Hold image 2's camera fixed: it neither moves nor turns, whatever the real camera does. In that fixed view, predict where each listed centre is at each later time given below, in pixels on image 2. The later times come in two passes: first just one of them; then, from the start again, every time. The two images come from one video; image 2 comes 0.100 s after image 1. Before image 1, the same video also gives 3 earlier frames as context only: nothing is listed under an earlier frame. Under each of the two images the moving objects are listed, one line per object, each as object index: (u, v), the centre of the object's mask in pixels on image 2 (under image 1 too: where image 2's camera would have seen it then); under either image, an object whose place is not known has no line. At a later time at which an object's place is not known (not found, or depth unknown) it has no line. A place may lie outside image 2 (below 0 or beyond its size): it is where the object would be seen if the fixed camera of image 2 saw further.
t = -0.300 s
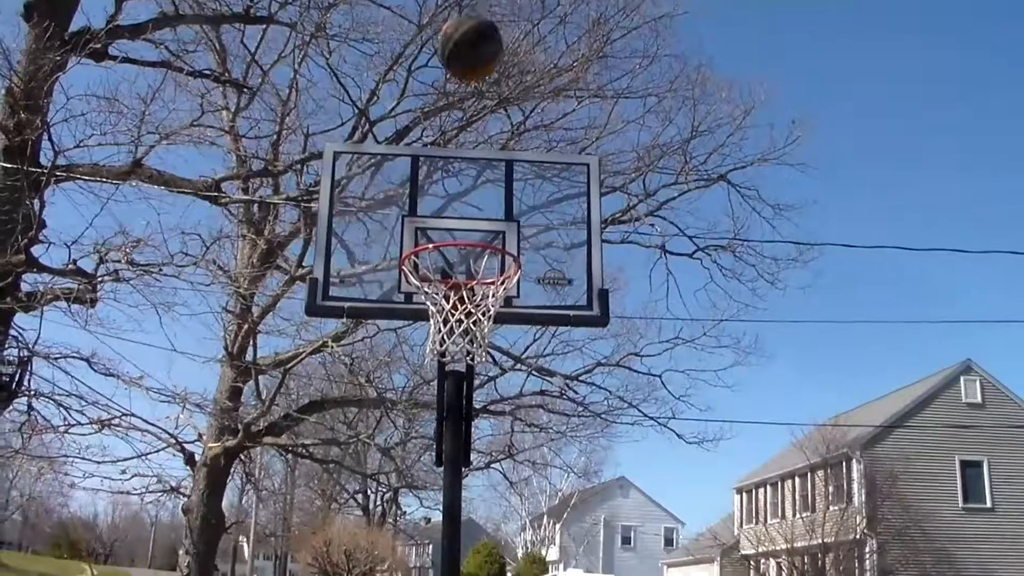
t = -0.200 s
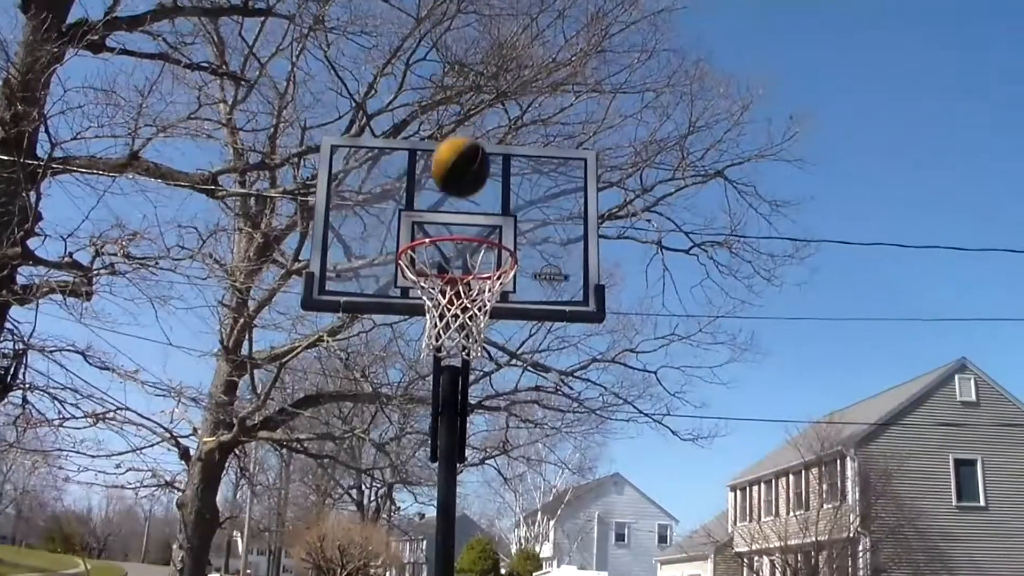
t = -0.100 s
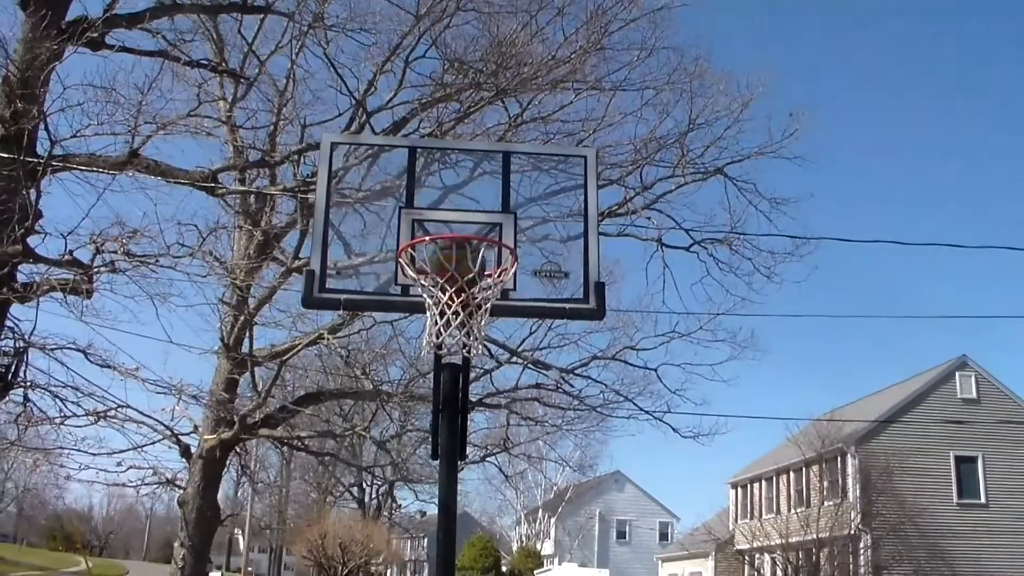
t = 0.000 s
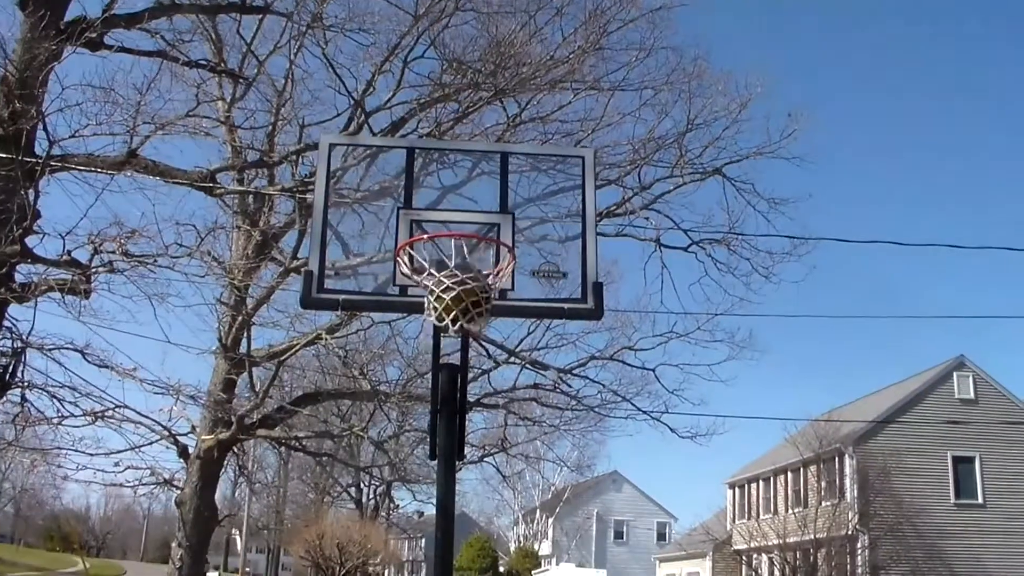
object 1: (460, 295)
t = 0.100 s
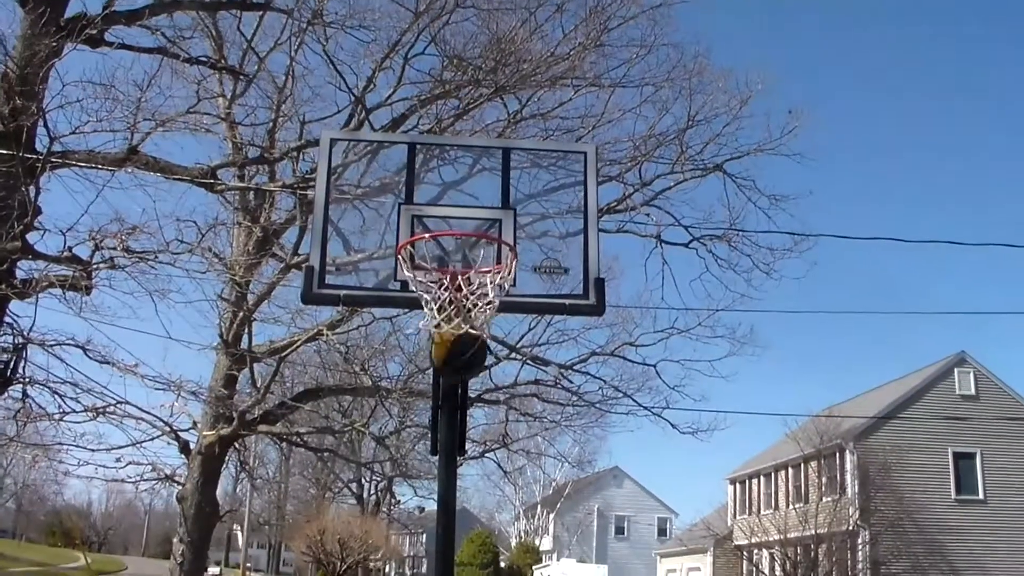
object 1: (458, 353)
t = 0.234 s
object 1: (449, 468)
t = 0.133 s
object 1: (456, 378)
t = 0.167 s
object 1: (453, 406)
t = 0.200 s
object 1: (451, 435)
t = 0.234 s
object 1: (449, 468)
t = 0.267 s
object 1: (446, 503)
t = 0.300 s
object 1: (442, 540)
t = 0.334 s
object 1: (440, 572)
